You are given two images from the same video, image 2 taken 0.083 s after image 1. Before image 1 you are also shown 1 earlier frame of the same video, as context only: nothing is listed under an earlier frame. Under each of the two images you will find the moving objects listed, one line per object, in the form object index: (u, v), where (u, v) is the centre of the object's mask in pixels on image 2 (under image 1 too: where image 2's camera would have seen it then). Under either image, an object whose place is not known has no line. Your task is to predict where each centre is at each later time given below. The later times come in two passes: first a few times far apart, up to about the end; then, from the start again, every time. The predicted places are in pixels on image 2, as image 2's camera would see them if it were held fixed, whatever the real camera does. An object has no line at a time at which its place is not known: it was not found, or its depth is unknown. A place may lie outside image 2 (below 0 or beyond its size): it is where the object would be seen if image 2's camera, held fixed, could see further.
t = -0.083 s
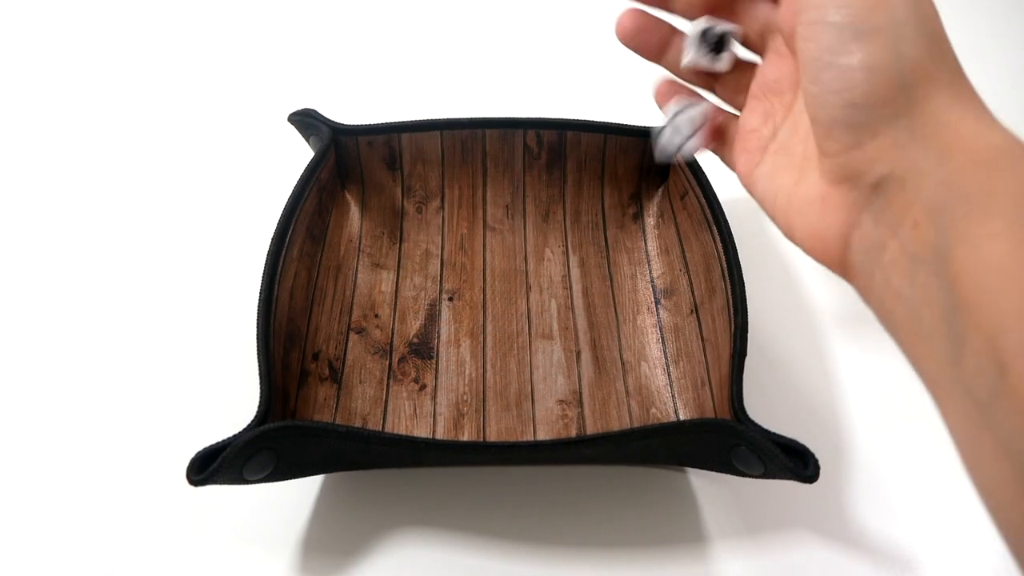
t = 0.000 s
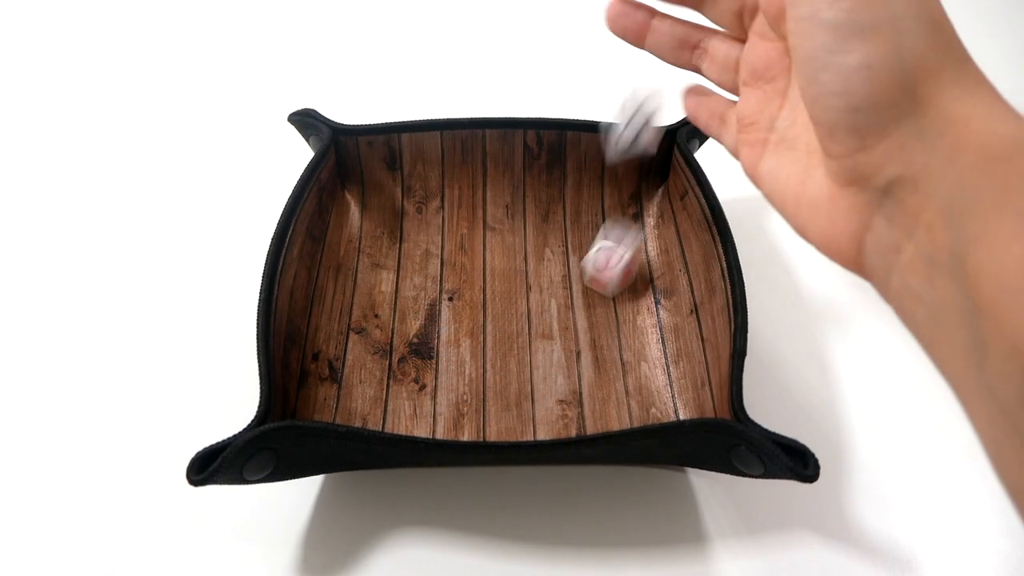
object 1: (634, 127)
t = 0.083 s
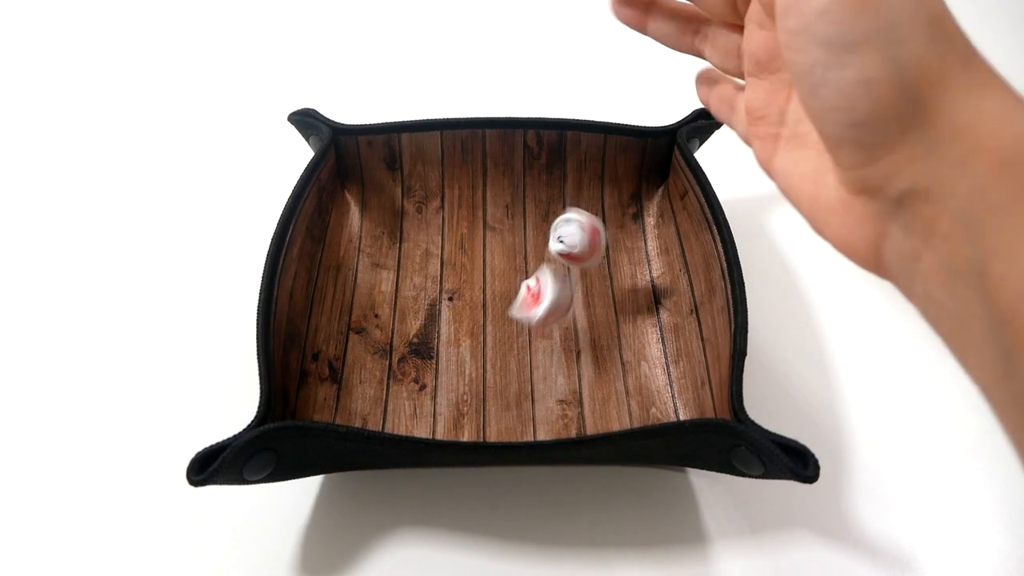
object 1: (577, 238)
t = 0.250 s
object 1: (527, 238)
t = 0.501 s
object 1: (446, 227)
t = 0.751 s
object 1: (445, 227)
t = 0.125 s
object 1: (572, 239)
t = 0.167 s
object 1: (561, 252)
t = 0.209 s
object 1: (543, 240)
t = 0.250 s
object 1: (527, 238)
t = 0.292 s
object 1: (505, 226)
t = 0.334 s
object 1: (479, 220)
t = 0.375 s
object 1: (463, 220)
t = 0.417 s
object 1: (451, 222)
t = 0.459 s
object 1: (446, 225)
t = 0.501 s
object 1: (446, 227)
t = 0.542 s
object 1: (445, 227)
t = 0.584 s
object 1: (446, 227)
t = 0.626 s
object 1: (447, 227)
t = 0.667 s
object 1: (447, 227)
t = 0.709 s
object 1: (445, 227)
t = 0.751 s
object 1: (445, 227)
